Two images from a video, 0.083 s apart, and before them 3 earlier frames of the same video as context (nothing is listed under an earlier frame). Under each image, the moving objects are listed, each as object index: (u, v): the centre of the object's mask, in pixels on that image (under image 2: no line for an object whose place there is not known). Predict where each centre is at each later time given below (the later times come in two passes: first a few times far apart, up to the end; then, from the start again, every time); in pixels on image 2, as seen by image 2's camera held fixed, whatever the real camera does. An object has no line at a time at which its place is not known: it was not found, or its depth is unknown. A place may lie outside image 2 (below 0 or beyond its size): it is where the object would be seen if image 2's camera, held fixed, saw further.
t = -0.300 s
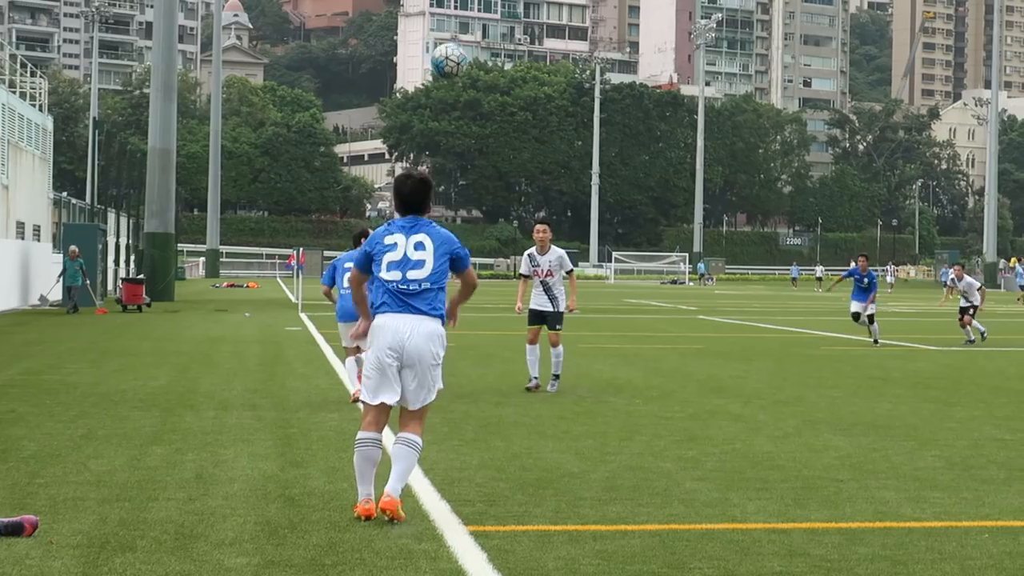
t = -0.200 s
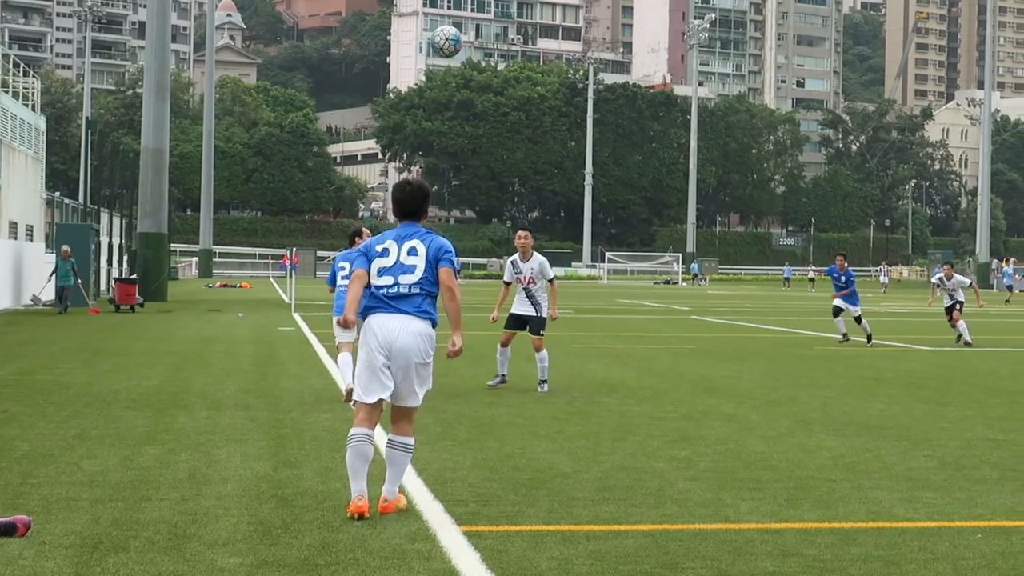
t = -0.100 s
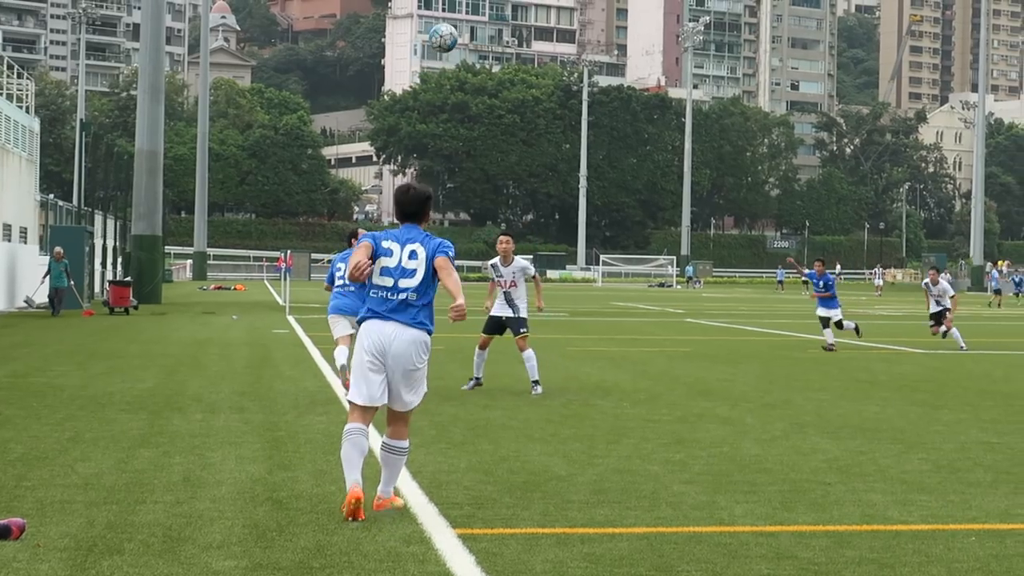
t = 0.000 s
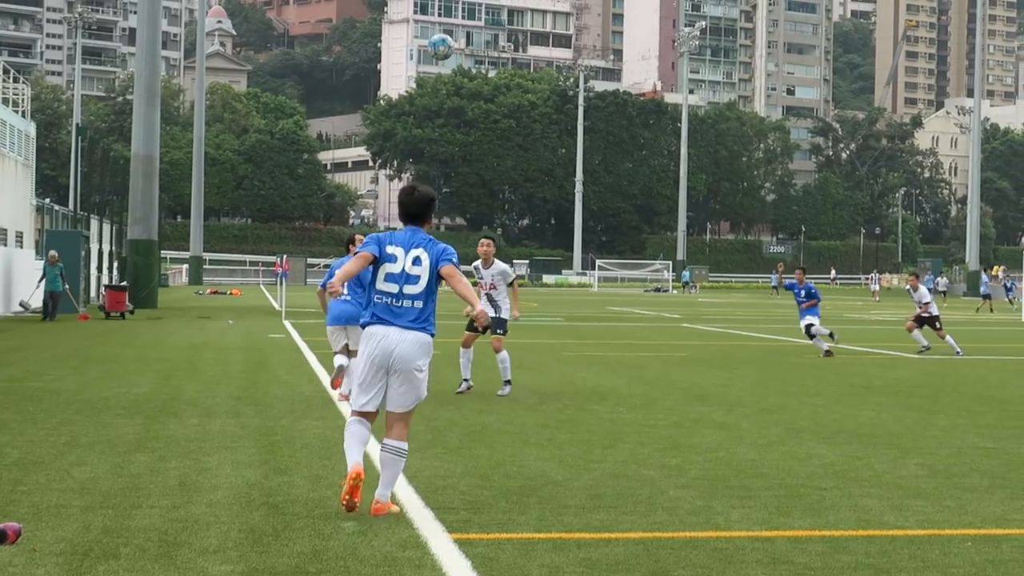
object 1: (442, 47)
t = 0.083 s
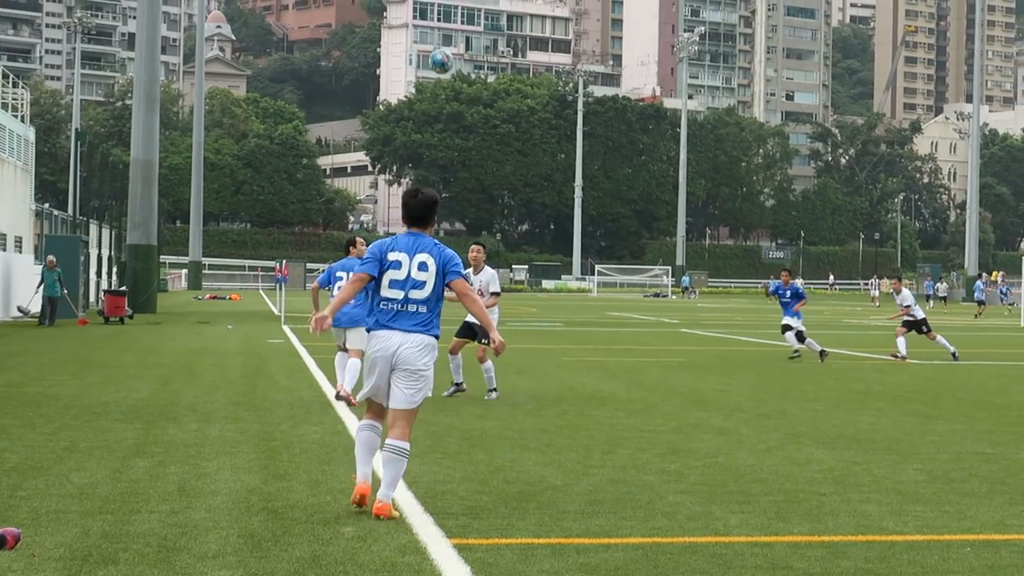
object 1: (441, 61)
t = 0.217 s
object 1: (442, 82)
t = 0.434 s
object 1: (443, 138)
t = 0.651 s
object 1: (439, 211)
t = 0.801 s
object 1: (438, 267)
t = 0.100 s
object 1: (442, 63)
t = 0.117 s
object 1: (442, 66)
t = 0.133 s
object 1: (442, 68)
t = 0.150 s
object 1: (442, 70)
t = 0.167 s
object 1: (442, 73)
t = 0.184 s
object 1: (442, 76)
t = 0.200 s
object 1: (443, 79)
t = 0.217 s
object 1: (442, 82)
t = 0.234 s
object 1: (443, 85)
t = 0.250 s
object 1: (443, 90)
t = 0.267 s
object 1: (443, 93)
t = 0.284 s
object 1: (443, 96)
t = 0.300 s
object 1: (443, 101)
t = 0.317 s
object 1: (443, 105)
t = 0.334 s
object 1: (443, 110)
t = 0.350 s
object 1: (443, 114)
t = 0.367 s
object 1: (443, 119)
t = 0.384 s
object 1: (443, 123)
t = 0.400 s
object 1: (443, 128)
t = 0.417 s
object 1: (443, 133)
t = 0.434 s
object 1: (443, 138)
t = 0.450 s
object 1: (442, 143)
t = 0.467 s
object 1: (442, 149)
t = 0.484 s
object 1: (441, 154)
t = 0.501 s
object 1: (441, 159)
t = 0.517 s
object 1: (441, 165)
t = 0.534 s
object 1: (440, 170)
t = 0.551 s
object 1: (440, 176)
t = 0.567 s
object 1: (440, 182)
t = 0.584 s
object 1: (440, 187)
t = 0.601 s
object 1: (439, 193)
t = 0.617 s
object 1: (439, 199)
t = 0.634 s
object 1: (439, 205)
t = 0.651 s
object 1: (439, 211)
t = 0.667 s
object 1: (439, 217)
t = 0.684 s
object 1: (439, 222)
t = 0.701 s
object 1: (439, 228)
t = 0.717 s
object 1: (439, 234)
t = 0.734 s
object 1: (438, 240)
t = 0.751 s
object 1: (438, 246)
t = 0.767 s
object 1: (438, 253)
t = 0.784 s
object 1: (438, 260)
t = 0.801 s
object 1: (438, 267)
